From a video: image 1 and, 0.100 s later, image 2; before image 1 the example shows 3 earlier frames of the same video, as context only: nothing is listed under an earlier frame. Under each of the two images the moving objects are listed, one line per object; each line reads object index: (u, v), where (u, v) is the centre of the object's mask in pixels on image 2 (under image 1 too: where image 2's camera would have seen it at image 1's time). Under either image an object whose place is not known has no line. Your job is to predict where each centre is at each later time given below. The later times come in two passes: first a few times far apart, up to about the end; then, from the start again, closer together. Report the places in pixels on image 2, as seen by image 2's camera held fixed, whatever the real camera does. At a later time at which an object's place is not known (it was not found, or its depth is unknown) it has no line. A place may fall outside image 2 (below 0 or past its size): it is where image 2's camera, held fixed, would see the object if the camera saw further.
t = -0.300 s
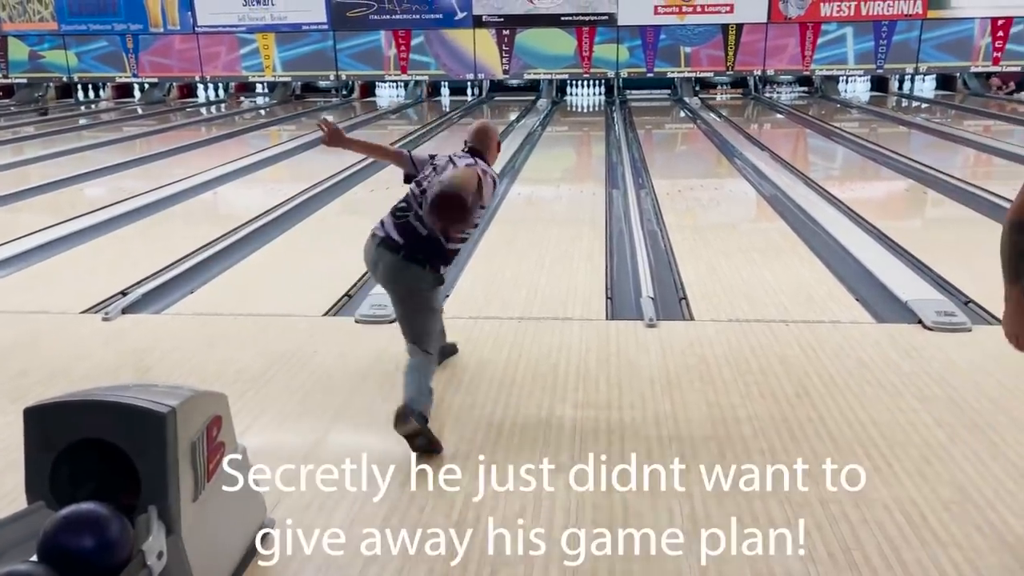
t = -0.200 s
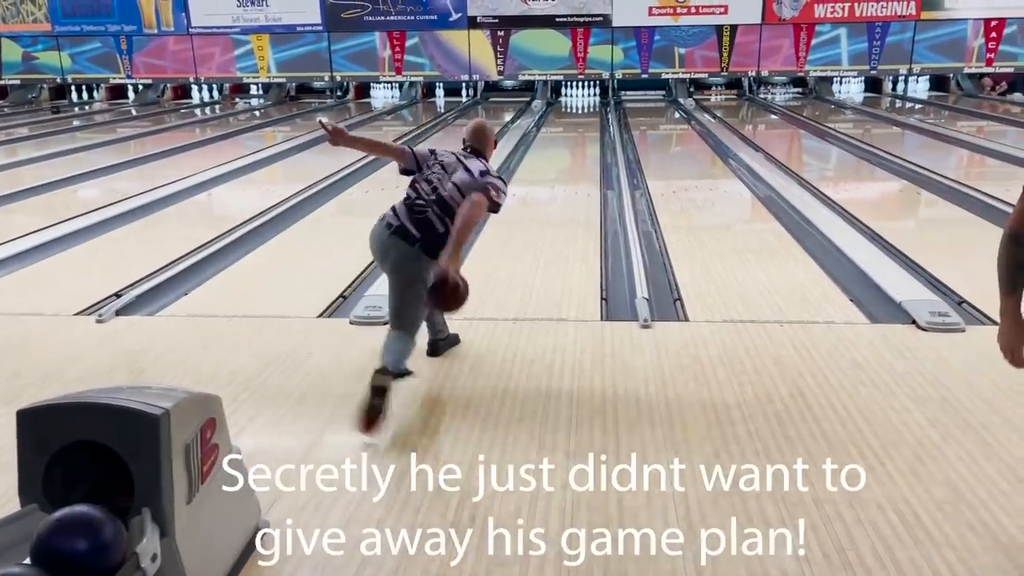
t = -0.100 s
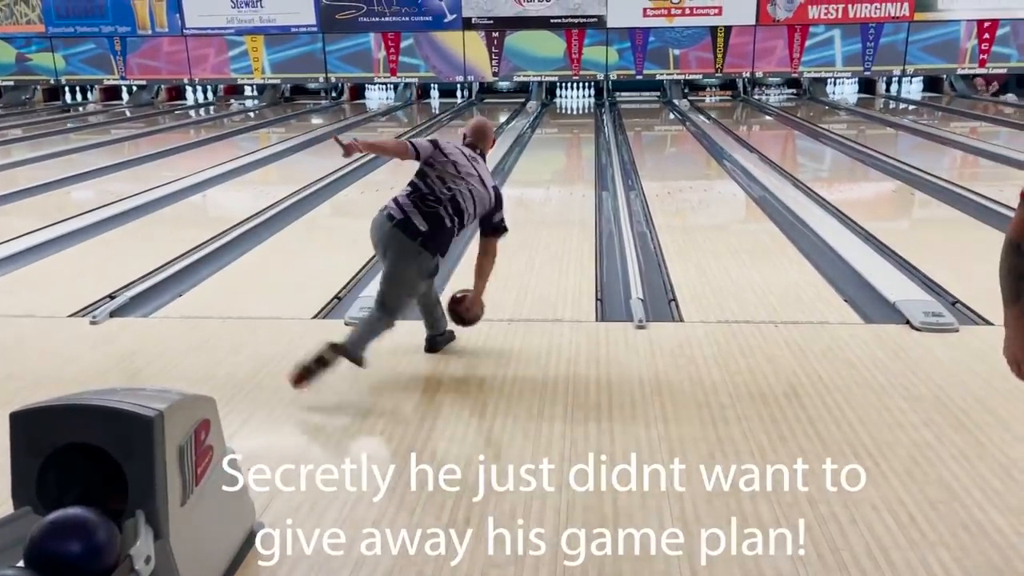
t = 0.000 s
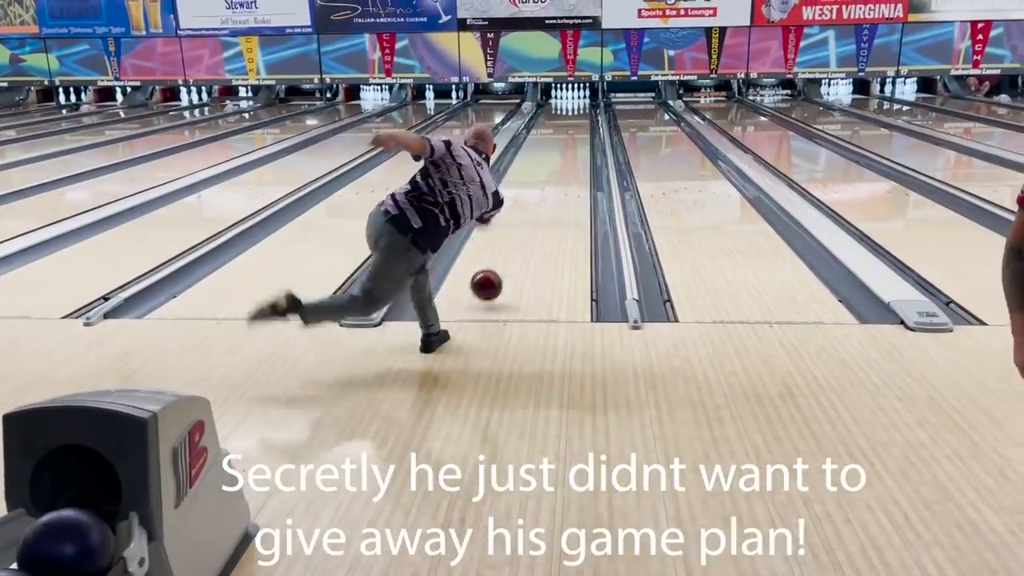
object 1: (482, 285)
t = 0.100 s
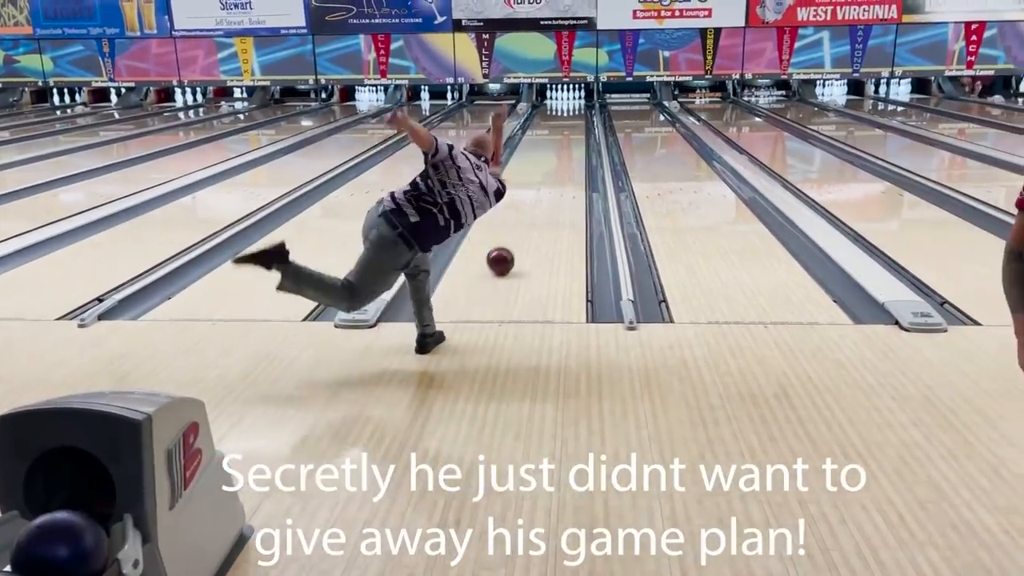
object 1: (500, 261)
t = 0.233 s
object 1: (519, 229)
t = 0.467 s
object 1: (541, 190)
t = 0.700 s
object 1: (556, 165)
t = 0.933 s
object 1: (565, 146)
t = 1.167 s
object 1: (572, 132)
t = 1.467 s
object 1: (580, 118)
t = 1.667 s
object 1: (582, 112)
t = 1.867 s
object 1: (579, 106)
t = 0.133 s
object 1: (506, 252)
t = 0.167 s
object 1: (510, 244)
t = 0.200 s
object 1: (515, 236)
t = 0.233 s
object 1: (519, 229)
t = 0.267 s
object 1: (523, 222)
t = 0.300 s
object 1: (526, 216)
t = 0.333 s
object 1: (531, 212)
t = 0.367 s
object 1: (533, 204)
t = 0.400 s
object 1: (536, 199)
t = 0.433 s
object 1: (538, 194)
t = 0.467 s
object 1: (541, 190)
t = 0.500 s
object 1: (543, 186)
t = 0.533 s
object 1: (546, 181)
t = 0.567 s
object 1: (548, 178)
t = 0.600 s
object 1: (550, 174)
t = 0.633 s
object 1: (552, 171)
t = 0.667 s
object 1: (554, 168)
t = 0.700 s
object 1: (556, 165)
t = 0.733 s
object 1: (557, 162)
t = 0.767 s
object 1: (559, 159)
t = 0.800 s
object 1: (560, 156)
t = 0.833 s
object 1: (562, 153)
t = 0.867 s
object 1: (563, 151)
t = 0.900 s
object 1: (564, 148)
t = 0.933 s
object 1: (565, 146)
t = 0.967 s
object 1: (566, 144)
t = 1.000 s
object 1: (567, 142)
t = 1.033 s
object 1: (568, 139)
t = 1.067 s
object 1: (570, 138)
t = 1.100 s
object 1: (570, 136)
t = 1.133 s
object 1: (571, 134)
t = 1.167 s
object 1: (572, 132)
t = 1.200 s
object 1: (573, 130)
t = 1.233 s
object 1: (574, 129)
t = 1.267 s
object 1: (574, 127)
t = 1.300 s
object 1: (575, 126)
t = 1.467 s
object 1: (580, 118)
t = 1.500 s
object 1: (581, 117)
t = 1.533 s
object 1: (581, 116)
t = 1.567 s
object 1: (582, 112)
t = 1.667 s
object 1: (582, 112)
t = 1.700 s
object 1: (580, 111)
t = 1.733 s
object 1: (580, 109)
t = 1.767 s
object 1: (579, 108)
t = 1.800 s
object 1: (579, 108)
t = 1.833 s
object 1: (579, 107)
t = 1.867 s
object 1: (579, 106)
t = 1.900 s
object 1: (579, 106)
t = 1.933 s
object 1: (579, 104)
